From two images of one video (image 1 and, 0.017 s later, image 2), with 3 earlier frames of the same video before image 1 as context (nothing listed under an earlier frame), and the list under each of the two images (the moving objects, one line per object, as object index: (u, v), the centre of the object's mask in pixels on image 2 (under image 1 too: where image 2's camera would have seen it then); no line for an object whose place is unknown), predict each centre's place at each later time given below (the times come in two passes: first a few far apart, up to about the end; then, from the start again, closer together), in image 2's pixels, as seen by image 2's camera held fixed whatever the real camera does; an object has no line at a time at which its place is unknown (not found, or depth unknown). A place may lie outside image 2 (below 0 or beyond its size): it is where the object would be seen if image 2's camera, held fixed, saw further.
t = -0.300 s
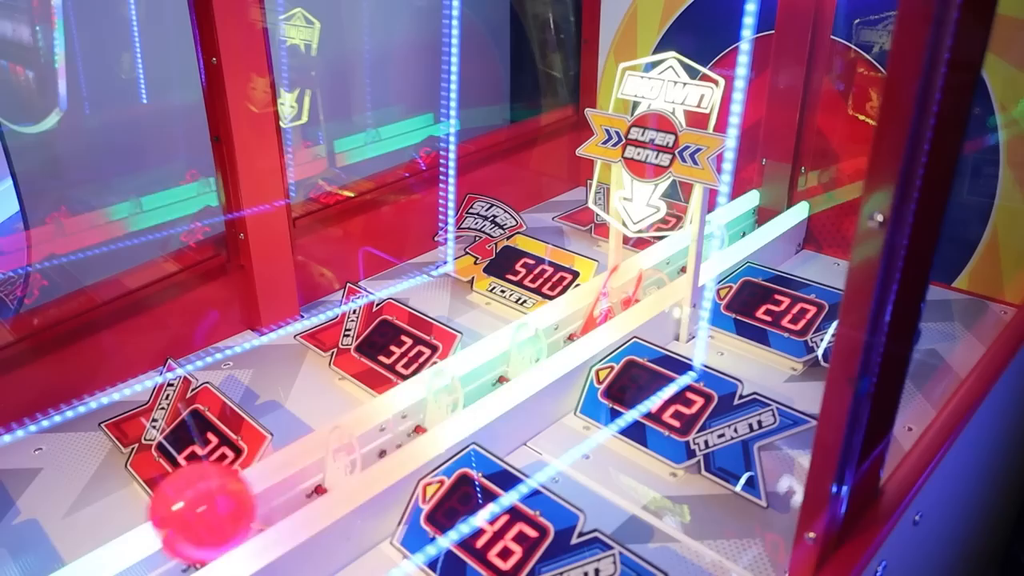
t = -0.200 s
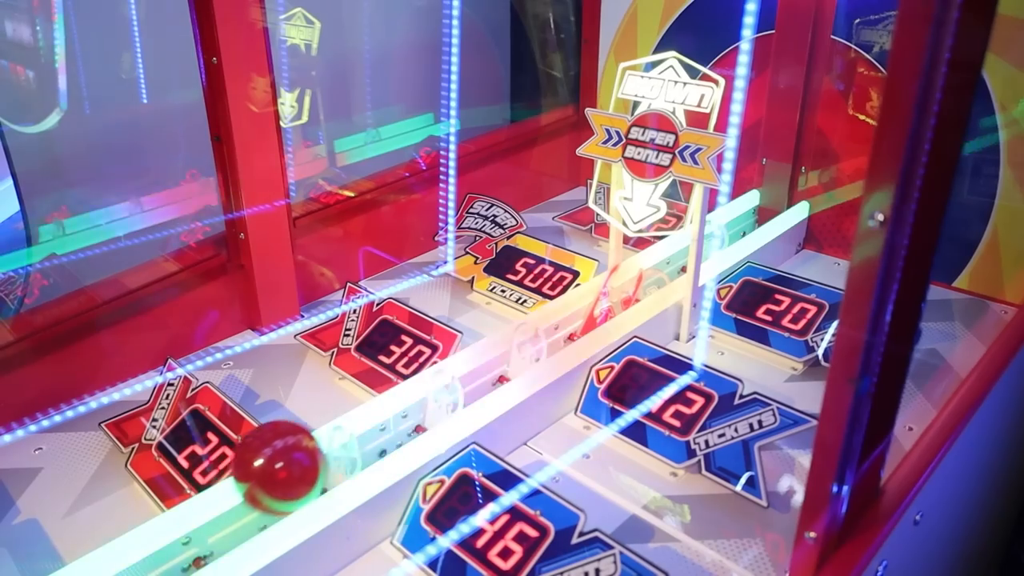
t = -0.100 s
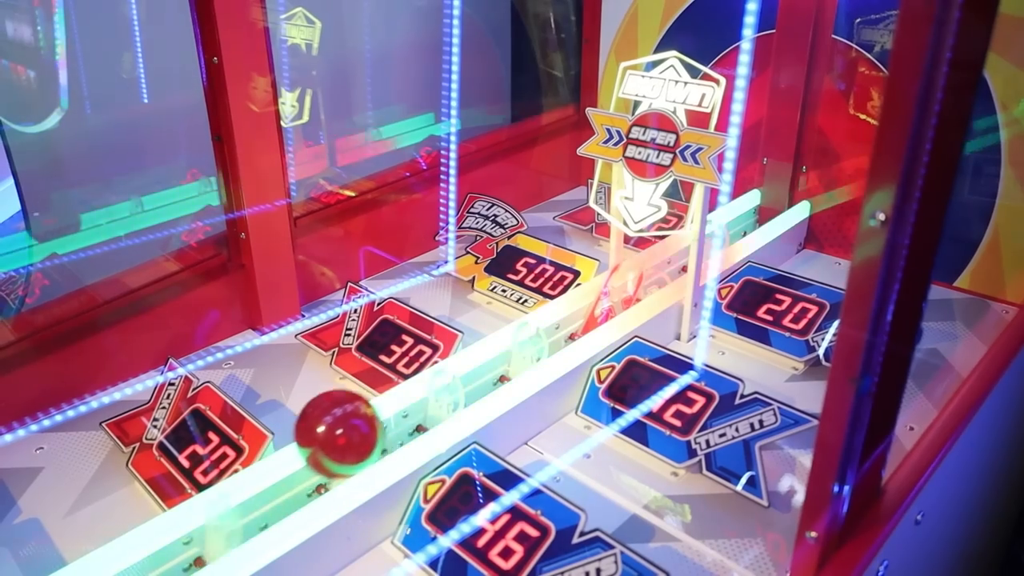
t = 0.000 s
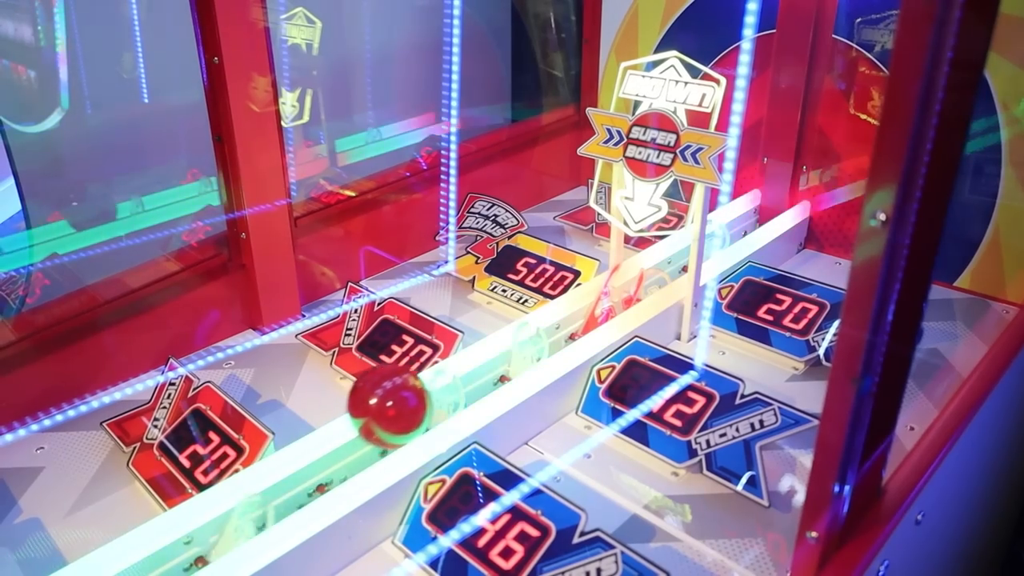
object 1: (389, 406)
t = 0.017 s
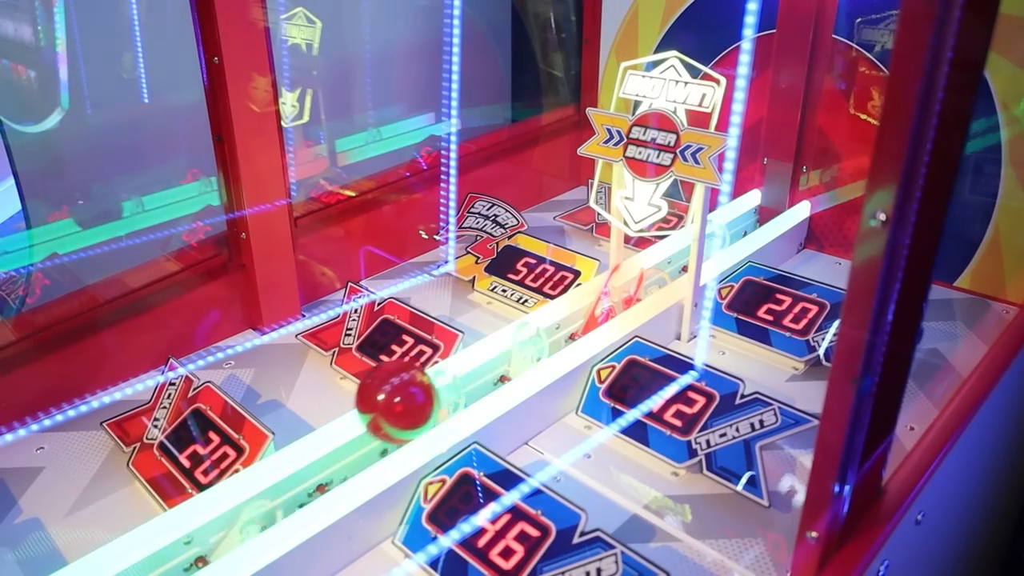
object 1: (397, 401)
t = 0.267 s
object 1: (488, 350)
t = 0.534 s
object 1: (555, 314)
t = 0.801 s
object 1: (597, 289)
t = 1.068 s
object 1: (624, 274)
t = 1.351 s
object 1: (639, 266)
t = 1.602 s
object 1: (641, 265)
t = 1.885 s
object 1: (633, 268)
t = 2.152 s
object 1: (614, 280)
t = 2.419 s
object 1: (581, 298)
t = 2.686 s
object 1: (550, 315)
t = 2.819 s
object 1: (549, 316)
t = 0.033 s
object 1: (405, 397)
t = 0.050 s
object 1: (413, 394)
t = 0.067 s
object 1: (419, 390)
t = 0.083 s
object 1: (425, 386)
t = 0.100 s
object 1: (431, 382)
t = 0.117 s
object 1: (438, 378)
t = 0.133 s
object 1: (444, 375)
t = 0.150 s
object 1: (450, 371)
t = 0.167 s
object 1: (456, 368)
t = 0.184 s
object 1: (461, 365)
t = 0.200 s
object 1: (467, 362)
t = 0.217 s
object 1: (472, 359)
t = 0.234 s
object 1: (477, 356)
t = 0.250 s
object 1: (483, 353)
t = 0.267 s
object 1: (488, 350)
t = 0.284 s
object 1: (493, 347)
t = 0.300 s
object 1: (498, 345)
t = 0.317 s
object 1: (503, 342)
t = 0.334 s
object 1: (508, 340)
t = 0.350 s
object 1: (512, 338)
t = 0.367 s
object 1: (517, 335)
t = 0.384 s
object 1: (521, 332)
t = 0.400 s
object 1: (525, 330)
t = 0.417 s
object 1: (529, 328)
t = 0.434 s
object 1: (532, 326)
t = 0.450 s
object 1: (536, 323)
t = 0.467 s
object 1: (540, 321)
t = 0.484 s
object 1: (543, 319)
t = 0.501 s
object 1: (547, 317)
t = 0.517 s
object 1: (550, 315)
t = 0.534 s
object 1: (555, 314)
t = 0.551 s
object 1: (558, 312)
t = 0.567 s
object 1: (560, 310)
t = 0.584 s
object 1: (563, 308)
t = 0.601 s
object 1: (566, 306)
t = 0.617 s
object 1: (569, 304)
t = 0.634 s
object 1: (572, 303)
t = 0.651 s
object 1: (575, 302)
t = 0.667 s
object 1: (578, 300)
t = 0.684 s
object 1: (580, 299)
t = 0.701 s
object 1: (583, 298)
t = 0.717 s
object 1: (585, 296)
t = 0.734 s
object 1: (588, 294)
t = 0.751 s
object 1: (591, 293)
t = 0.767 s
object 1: (593, 291)
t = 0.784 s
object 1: (595, 290)
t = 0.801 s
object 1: (597, 289)
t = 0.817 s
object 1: (599, 287)
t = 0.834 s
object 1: (601, 286)
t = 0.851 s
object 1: (603, 285)
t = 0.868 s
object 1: (605, 285)
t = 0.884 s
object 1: (607, 284)
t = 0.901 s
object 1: (609, 283)
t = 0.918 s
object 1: (610, 282)
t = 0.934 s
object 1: (612, 280)
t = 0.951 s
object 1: (614, 280)
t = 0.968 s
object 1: (615, 279)
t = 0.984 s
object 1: (617, 278)
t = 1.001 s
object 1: (619, 277)
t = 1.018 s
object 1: (620, 276)
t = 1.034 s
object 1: (621, 276)
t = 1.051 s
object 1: (623, 275)
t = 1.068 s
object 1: (624, 274)
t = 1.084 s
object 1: (625, 274)
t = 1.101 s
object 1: (626, 273)
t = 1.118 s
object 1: (628, 272)
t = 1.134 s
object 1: (629, 272)
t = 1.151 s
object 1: (630, 270)
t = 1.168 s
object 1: (631, 270)
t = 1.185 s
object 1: (632, 269)
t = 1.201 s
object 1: (633, 269)
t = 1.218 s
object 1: (634, 268)
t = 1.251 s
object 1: (635, 267)
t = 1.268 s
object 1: (636, 267)
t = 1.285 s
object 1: (637, 267)
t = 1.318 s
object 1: (638, 266)
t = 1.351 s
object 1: (639, 266)
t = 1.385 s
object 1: (640, 265)
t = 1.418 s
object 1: (640, 265)
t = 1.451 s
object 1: (641, 265)
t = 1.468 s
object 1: (641, 265)
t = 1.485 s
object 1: (641, 265)
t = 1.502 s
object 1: (641, 265)
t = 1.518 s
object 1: (641, 265)
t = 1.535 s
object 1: (641, 265)
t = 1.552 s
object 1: (641, 265)
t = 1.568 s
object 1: (641, 265)
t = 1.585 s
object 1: (641, 265)
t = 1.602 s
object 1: (641, 265)
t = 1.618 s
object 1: (641, 265)
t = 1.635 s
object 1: (641, 265)
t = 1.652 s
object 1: (641, 265)
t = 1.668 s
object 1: (640, 265)
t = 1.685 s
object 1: (640, 265)
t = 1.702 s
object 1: (639, 266)
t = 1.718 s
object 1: (639, 266)
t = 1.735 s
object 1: (639, 266)
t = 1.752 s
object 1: (638, 266)
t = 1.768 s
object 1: (637, 266)
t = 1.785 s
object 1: (637, 266)
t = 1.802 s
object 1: (636, 267)
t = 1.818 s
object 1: (636, 267)
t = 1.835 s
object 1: (635, 267)
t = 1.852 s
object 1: (634, 267)
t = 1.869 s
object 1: (633, 268)
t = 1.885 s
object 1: (633, 268)
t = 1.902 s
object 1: (632, 268)
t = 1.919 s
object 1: (631, 269)
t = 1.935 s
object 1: (630, 269)
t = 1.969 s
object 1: (628, 271)
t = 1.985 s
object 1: (627, 271)
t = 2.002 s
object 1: (626, 273)
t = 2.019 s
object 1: (624, 273)
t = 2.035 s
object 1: (623, 274)
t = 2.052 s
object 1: (622, 275)
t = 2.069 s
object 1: (621, 275)
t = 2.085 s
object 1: (619, 276)
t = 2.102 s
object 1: (618, 277)
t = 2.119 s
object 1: (617, 278)
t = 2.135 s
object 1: (615, 279)
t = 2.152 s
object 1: (614, 280)
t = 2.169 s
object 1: (612, 281)
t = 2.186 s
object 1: (610, 282)
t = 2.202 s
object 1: (608, 283)
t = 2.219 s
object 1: (606, 285)
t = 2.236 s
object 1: (605, 285)
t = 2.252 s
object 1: (604, 286)
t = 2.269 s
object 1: (602, 287)
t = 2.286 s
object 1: (600, 288)
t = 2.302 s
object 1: (598, 289)
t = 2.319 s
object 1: (595, 290)
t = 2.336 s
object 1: (593, 292)
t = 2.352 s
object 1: (591, 293)
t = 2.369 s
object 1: (588, 294)
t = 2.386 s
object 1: (586, 296)
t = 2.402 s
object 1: (584, 297)
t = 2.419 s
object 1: (581, 298)
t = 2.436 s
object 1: (578, 299)
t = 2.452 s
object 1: (576, 301)
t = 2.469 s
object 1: (574, 302)
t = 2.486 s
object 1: (571, 304)
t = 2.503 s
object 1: (568, 305)
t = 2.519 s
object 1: (565, 307)
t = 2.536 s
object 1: (563, 308)
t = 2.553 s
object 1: (560, 310)
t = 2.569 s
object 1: (557, 311)
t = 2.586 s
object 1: (554, 313)
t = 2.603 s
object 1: (551, 315)
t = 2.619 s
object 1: (548, 317)
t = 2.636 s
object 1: (546, 318)
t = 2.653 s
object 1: (546, 318)
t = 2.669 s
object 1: (547, 317)
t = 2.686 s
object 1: (550, 315)
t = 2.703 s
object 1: (551, 314)
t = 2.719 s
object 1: (551, 314)
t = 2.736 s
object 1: (551, 314)
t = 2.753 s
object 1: (552, 314)
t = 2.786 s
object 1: (550, 315)
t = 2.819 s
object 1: (549, 316)
